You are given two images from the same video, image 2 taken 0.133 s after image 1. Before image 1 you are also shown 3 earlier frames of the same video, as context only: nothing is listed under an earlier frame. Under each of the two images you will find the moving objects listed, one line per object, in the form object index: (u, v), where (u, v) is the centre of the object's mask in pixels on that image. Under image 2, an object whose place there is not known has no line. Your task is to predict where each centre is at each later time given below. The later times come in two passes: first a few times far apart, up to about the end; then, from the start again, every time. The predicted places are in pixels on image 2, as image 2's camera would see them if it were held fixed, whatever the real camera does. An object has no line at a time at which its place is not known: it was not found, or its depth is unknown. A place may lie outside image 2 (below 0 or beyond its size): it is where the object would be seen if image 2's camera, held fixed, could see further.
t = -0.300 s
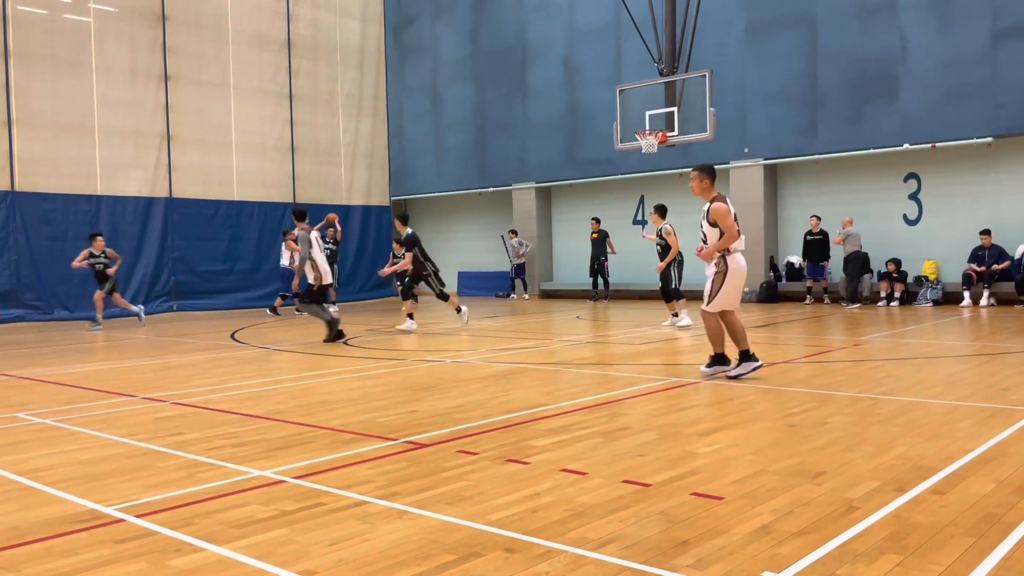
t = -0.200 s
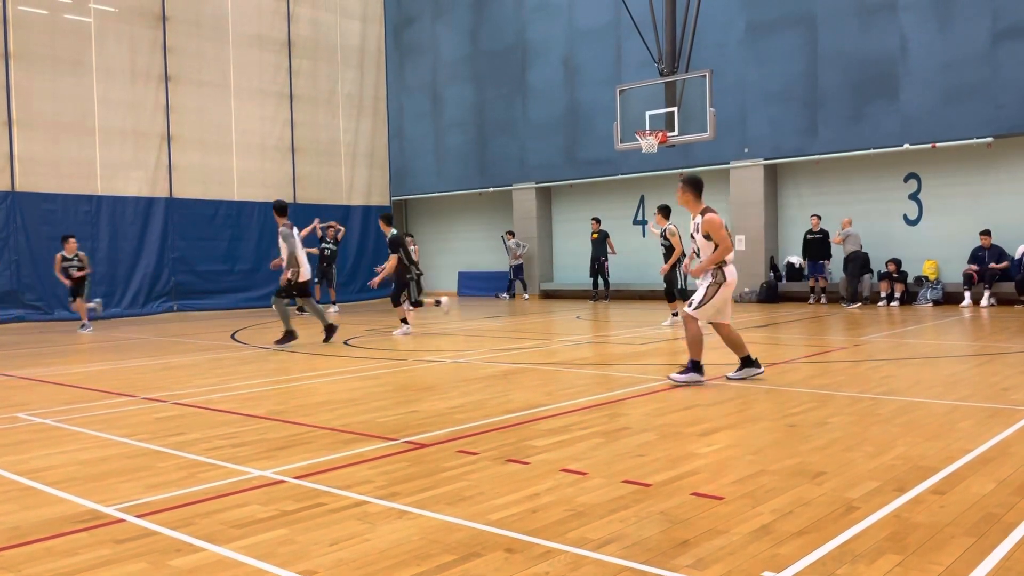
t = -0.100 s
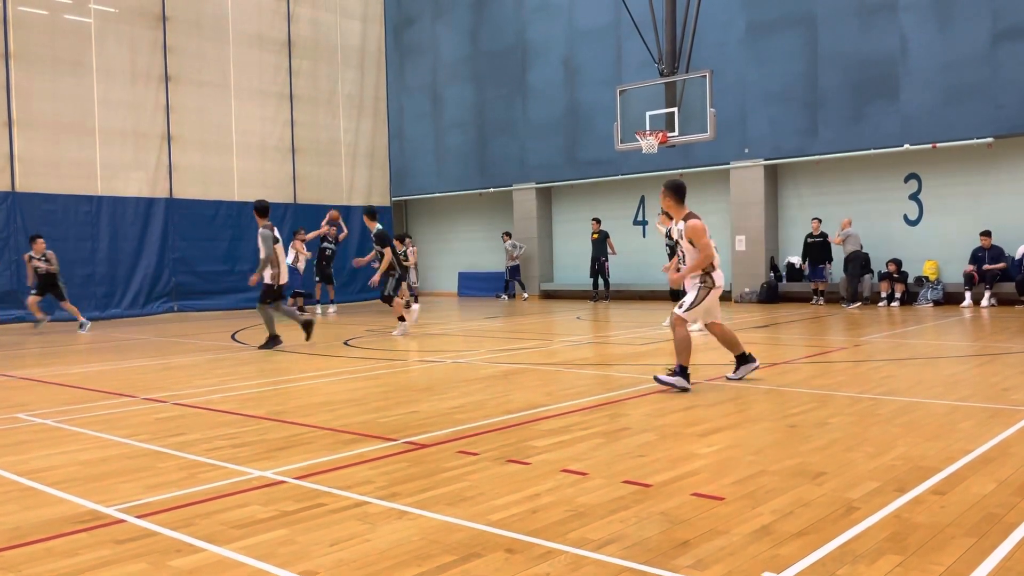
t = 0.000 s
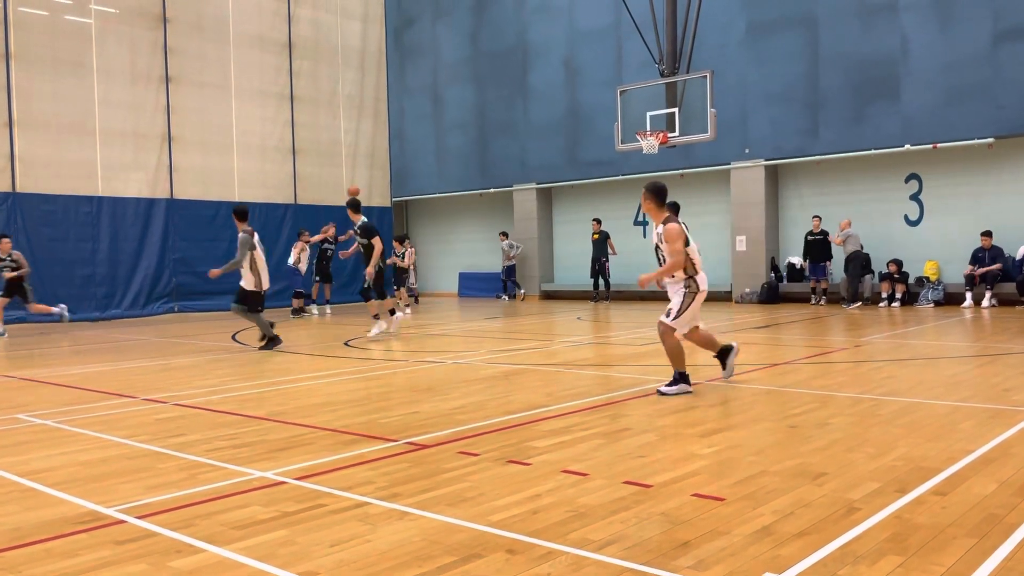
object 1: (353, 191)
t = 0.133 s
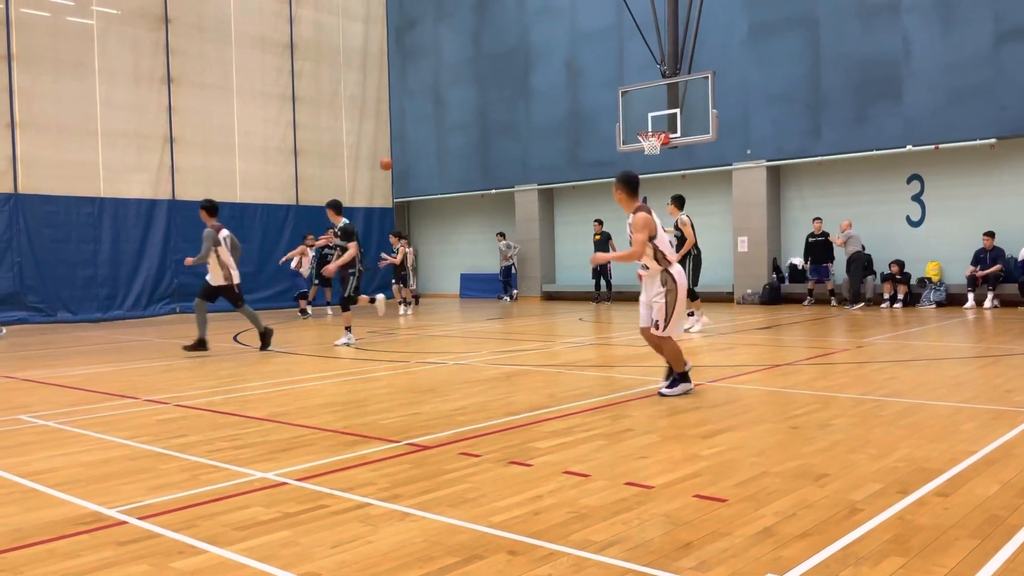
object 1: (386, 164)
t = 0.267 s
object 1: (421, 142)
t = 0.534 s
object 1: (509, 128)
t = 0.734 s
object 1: (593, 148)
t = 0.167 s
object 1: (394, 158)
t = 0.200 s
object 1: (403, 152)
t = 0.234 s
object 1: (412, 147)
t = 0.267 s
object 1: (421, 142)
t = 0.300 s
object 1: (431, 138)
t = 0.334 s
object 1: (441, 135)
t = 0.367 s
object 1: (451, 132)
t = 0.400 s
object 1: (462, 130)
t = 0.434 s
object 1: (473, 128)
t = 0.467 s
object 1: (485, 128)
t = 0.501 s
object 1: (497, 127)
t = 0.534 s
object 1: (509, 128)
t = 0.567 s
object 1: (522, 129)
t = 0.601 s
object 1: (535, 131)
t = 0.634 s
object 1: (549, 133)
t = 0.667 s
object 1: (563, 137)
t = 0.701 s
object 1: (578, 142)
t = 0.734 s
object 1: (593, 148)
